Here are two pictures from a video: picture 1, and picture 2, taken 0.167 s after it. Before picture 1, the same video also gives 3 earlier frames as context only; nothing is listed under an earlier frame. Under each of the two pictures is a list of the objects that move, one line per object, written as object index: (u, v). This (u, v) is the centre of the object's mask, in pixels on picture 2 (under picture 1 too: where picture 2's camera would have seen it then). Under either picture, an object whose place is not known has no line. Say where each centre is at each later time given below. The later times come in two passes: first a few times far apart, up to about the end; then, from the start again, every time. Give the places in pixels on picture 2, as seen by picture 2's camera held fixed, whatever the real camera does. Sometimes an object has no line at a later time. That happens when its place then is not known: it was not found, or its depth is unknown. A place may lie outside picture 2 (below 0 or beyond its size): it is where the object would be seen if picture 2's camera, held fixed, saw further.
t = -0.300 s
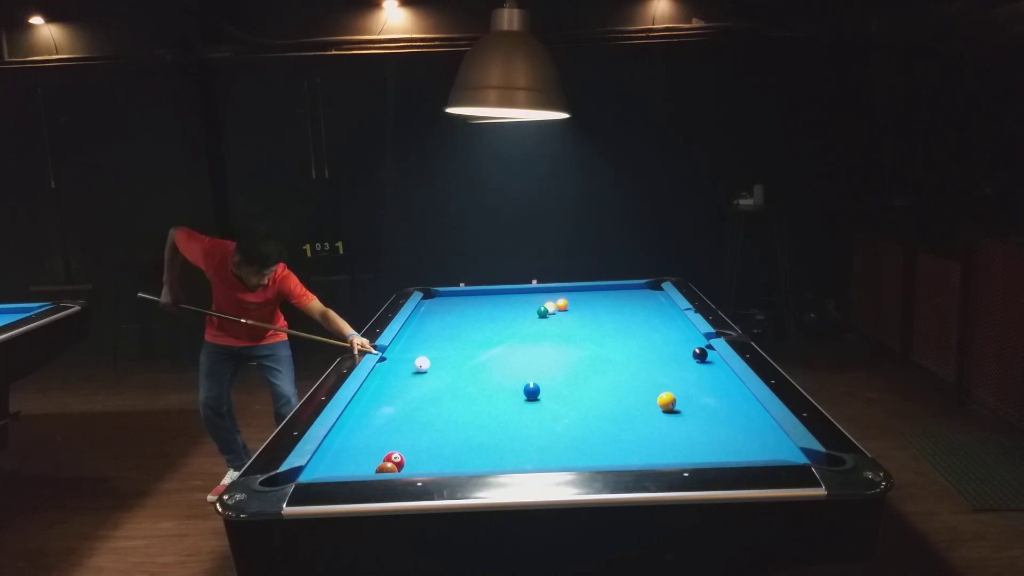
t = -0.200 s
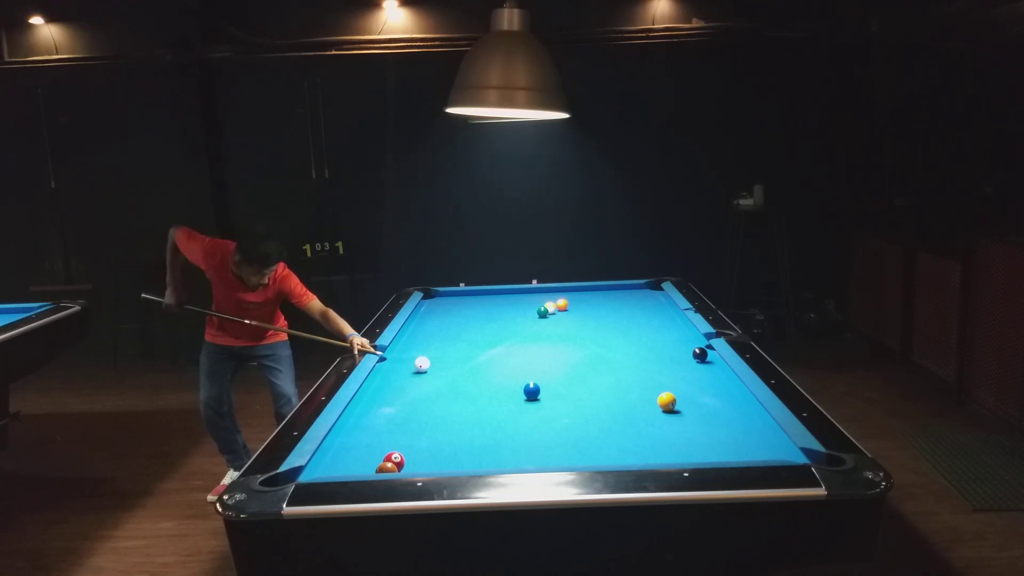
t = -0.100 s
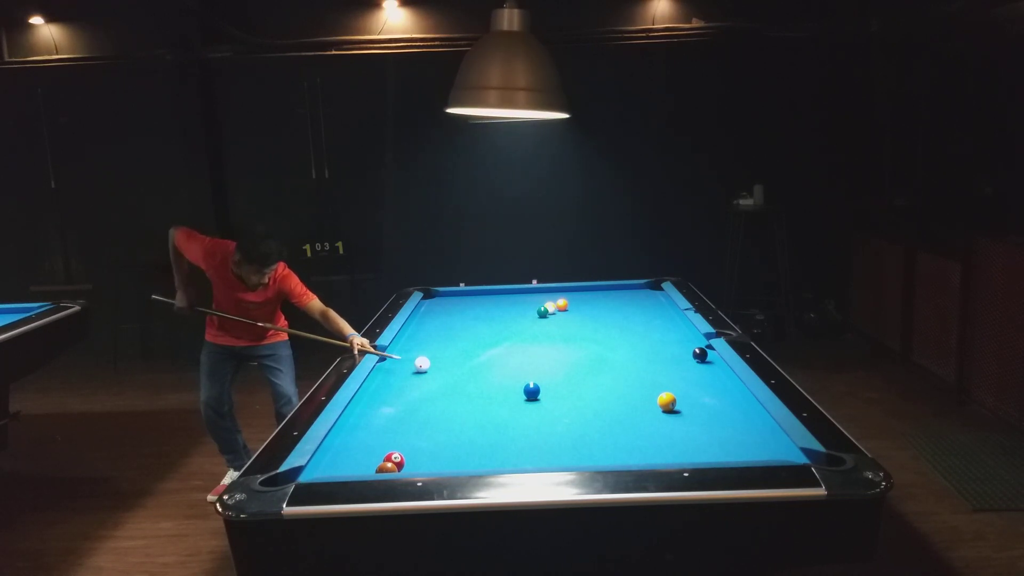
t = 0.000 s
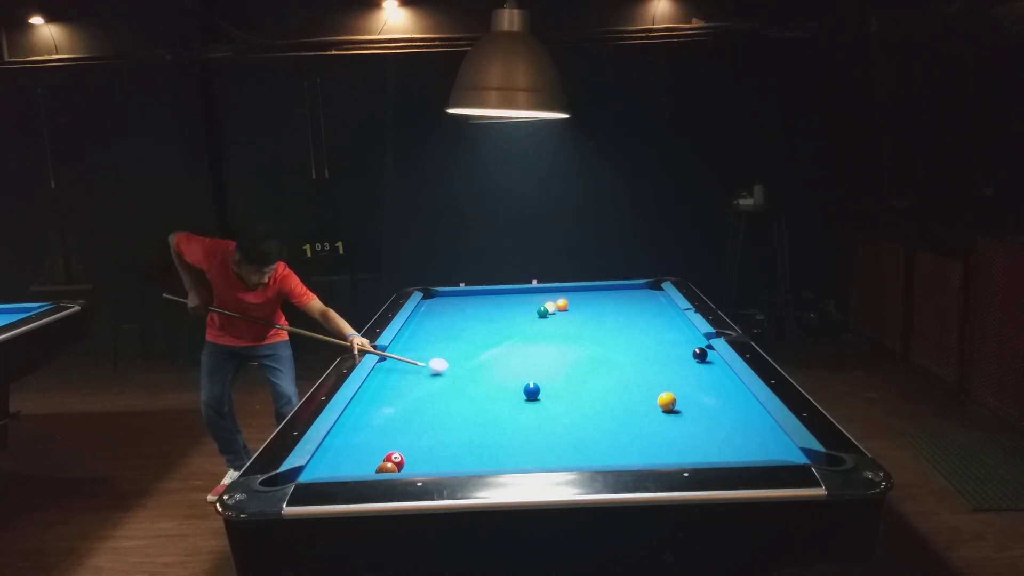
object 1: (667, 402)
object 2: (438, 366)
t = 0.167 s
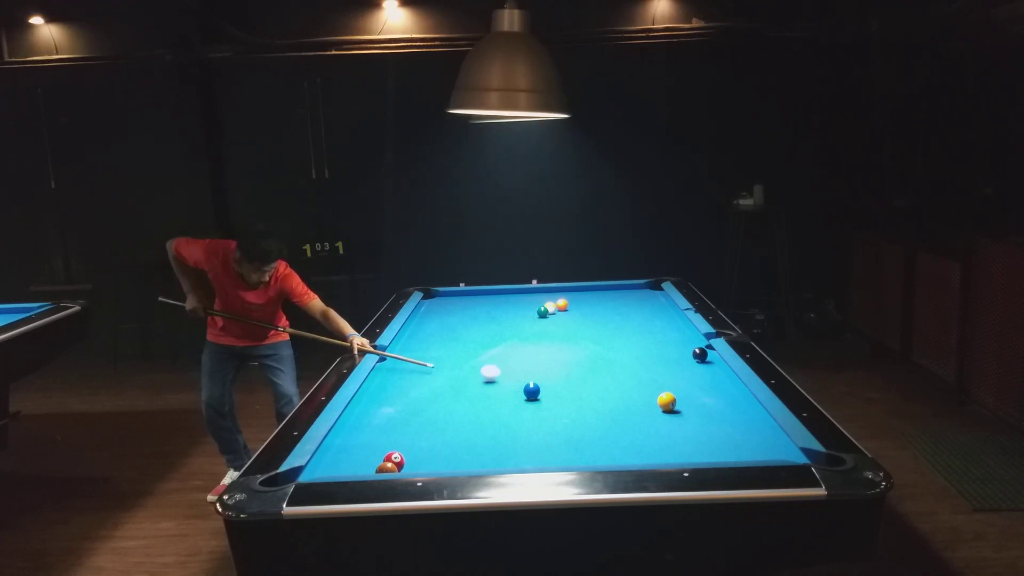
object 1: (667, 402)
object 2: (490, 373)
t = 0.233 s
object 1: (667, 402)
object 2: (510, 376)
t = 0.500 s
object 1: (667, 402)
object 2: (595, 388)
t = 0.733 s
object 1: (678, 406)
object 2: (664, 395)
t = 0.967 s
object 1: (715, 421)
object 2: (711, 393)
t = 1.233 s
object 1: (760, 440)
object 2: (727, 392)
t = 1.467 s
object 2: (701, 393)
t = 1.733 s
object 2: (673, 393)
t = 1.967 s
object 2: (651, 394)
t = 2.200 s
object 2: (630, 394)
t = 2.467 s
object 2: (609, 395)
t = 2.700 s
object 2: (592, 395)
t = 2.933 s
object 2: (576, 396)
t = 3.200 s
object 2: (561, 397)
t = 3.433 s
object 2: (549, 397)
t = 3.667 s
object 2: (539, 398)
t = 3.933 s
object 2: (529, 399)
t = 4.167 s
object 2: (522, 399)
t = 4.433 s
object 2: (516, 400)
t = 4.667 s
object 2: (513, 400)
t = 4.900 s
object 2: (511, 400)
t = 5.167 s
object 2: (511, 400)
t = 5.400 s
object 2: (511, 400)
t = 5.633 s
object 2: (511, 400)
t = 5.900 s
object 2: (511, 400)
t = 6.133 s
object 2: (511, 400)
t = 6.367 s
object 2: (511, 400)
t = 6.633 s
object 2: (511, 400)
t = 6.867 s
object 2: (511, 400)
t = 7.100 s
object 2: (511, 400)
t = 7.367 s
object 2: (511, 400)
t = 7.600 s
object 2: (511, 400)
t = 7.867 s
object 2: (511, 400)
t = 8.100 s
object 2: (511, 400)
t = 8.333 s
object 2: (511, 400)
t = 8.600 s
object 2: (511, 400)
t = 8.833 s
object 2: (511, 400)
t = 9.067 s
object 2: (511, 400)
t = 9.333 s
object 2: (511, 400)
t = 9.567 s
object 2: (511, 400)
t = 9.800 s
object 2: (511, 400)
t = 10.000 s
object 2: (511, 400)
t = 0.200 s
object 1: (667, 402)
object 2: (500, 374)
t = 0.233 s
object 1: (667, 402)
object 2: (510, 376)
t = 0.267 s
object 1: (667, 402)
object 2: (520, 377)
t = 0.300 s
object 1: (667, 402)
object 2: (530, 376)
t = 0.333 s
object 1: (667, 402)
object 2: (541, 379)
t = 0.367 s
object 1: (667, 402)
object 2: (551, 382)
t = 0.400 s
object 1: (667, 402)
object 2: (562, 383)
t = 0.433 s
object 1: (667, 402)
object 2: (573, 385)
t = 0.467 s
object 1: (667, 402)
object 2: (584, 386)
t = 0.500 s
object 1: (667, 402)
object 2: (595, 388)
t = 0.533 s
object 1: (667, 402)
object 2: (606, 389)
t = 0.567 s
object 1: (667, 402)
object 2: (617, 391)
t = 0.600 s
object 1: (667, 402)
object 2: (628, 393)
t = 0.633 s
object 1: (667, 402)
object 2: (640, 394)
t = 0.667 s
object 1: (667, 402)
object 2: (651, 396)
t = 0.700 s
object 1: (671, 403)
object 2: (658, 395)
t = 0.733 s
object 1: (678, 406)
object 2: (664, 395)
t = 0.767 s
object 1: (684, 409)
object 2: (671, 394)
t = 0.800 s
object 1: (689, 411)
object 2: (678, 394)
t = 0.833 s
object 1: (694, 413)
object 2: (685, 394)
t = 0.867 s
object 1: (699, 415)
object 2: (691, 394)
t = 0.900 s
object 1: (704, 417)
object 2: (698, 394)
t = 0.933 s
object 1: (710, 420)
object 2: (705, 393)
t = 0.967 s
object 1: (715, 421)
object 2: (711, 393)
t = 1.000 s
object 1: (720, 424)
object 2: (718, 393)
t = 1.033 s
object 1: (726, 426)
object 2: (724, 392)
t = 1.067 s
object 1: (731, 428)
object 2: (730, 392)
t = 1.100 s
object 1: (737, 430)
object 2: (737, 392)
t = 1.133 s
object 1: (742, 433)
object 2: (739, 392)
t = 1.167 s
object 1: (748, 435)
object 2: (735, 392)
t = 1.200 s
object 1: (754, 438)
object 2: (731, 392)
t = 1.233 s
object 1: (760, 440)
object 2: (727, 392)
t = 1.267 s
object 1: (766, 442)
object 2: (723, 392)
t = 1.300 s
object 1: (771, 445)
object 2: (719, 392)
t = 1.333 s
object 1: (777, 447)
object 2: (716, 392)
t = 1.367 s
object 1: (783, 449)
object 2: (712, 392)
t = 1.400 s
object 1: (789, 451)
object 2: (708, 393)
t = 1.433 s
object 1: (792, 453)
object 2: (705, 393)
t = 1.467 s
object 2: (701, 393)
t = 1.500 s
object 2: (697, 393)
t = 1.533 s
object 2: (694, 393)
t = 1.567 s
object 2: (690, 393)
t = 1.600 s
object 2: (687, 393)
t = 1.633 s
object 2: (683, 393)
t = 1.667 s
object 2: (680, 393)
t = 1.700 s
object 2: (677, 393)
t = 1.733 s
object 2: (673, 393)
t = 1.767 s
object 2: (670, 393)
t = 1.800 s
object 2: (667, 393)
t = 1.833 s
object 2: (663, 393)
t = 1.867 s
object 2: (660, 393)
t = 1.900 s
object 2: (657, 393)
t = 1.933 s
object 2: (654, 394)
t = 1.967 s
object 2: (651, 394)
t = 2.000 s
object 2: (648, 394)
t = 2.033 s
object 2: (645, 394)
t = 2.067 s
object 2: (642, 394)
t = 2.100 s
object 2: (639, 394)
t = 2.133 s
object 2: (636, 394)
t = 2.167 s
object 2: (633, 394)
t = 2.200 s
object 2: (630, 394)
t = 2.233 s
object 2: (627, 394)
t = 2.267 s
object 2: (625, 394)
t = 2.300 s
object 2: (622, 394)
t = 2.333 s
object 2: (619, 394)
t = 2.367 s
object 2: (617, 395)
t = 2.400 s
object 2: (614, 395)
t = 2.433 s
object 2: (611, 395)
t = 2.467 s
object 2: (609, 395)
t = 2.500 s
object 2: (606, 395)
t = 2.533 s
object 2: (604, 395)
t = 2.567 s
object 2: (601, 395)
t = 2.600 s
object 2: (599, 395)
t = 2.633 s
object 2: (597, 395)
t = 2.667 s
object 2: (594, 395)
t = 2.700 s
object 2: (592, 395)
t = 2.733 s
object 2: (590, 395)
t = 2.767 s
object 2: (587, 395)
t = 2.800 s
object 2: (585, 396)
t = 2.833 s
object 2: (583, 396)
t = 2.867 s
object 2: (581, 396)
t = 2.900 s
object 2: (578, 396)
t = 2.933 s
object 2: (576, 396)
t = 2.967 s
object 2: (574, 396)
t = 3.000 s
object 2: (572, 396)
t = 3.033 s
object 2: (570, 396)
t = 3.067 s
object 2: (568, 396)
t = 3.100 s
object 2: (566, 396)
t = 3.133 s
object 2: (564, 397)
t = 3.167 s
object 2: (563, 397)
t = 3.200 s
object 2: (561, 397)
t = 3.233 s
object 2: (559, 397)
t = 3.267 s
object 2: (557, 397)
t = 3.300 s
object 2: (556, 397)
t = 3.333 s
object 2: (554, 397)
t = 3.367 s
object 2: (552, 397)
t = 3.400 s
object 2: (550, 397)
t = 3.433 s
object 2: (549, 397)
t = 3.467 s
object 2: (547, 398)
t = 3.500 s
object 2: (546, 398)
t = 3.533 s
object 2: (544, 398)
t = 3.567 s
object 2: (543, 398)
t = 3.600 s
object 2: (541, 398)
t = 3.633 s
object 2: (540, 398)
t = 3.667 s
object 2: (539, 398)
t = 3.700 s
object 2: (537, 399)
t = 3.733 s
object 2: (536, 399)
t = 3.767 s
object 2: (535, 399)
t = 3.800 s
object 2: (533, 399)
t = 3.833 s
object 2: (532, 398)
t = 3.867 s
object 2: (531, 399)
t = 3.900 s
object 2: (530, 399)
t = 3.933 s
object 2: (529, 399)
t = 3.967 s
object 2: (528, 399)
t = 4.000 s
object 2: (527, 399)
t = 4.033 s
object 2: (526, 399)
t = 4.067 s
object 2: (524, 399)
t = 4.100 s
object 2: (524, 399)
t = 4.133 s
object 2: (523, 399)
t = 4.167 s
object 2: (522, 399)
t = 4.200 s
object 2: (521, 400)
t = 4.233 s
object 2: (520, 400)
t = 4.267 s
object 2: (519, 400)
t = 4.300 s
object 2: (518, 400)
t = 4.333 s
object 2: (518, 400)
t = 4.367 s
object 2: (517, 400)
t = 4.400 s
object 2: (517, 400)
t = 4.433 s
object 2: (516, 400)
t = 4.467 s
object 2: (516, 400)
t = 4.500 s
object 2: (515, 400)
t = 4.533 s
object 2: (515, 400)
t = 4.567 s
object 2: (514, 400)
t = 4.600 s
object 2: (514, 400)
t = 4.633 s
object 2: (513, 400)
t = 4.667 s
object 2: (513, 400)
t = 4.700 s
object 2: (513, 400)
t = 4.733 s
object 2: (512, 400)
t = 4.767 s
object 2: (512, 400)
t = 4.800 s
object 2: (512, 400)
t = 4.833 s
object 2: (512, 400)
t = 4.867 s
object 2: (512, 400)
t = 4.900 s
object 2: (511, 400)
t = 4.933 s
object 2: (511, 400)
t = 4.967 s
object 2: (511, 400)
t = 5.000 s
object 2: (511, 400)
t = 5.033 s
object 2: (511, 400)
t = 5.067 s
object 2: (511, 400)
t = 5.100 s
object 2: (511, 400)
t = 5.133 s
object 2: (511, 400)
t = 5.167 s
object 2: (511, 400)
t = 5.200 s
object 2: (511, 400)
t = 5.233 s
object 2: (511, 400)
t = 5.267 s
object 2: (511, 400)
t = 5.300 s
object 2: (511, 400)
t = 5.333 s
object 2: (511, 400)
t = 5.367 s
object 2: (511, 400)
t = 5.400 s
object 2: (511, 400)
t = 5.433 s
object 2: (511, 400)
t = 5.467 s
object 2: (511, 400)
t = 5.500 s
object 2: (511, 400)
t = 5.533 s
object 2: (511, 400)
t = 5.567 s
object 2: (511, 400)
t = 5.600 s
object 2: (511, 400)
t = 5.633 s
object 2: (511, 400)
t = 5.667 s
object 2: (511, 400)
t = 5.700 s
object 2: (511, 400)
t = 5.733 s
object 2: (511, 400)
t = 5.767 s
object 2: (511, 400)
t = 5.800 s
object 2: (511, 400)
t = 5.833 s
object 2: (511, 400)
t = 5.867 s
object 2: (511, 400)
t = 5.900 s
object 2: (511, 400)
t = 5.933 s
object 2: (511, 400)
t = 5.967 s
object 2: (511, 400)
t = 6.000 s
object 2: (511, 400)
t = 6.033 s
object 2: (511, 400)
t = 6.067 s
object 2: (511, 400)
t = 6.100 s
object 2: (511, 400)
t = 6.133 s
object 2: (511, 400)
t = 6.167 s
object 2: (511, 400)
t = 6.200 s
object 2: (511, 400)
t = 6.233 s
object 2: (511, 400)
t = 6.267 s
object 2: (511, 400)
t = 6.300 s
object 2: (511, 400)
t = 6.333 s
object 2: (511, 400)
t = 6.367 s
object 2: (511, 400)
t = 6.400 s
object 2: (511, 400)
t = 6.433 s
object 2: (511, 400)
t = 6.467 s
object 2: (511, 400)
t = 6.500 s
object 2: (511, 400)
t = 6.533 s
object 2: (511, 400)
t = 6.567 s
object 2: (511, 400)
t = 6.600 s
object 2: (511, 400)
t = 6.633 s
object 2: (511, 400)
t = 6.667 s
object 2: (511, 400)
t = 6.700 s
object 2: (511, 400)
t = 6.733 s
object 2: (511, 400)
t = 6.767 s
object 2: (511, 400)
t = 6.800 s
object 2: (511, 400)
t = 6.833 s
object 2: (511, 400)
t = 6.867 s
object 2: (511, 400)
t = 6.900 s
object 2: (511, 400)
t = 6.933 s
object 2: (511, 400)
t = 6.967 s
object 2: (511, 400)
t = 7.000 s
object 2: (511, 400)
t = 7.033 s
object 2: (511, 400)
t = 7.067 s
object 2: (511, 400)
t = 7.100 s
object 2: (511, 400)
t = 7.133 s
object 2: (511, 400)
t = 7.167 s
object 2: (511, 400)
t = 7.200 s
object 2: (511, 400)
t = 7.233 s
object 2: (511, 400)
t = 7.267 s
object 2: (511, 400)
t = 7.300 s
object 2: (511, 400)
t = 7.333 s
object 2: (511, 400)
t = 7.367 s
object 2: (511, 400)
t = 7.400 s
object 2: (511, 400)
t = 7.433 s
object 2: (511, 400)
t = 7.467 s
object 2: (511, 400)
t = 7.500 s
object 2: (511, 400)
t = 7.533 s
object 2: (511, 400)
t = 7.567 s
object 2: (511, 400)
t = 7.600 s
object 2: (511, 400)
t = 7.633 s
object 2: (511, 400)
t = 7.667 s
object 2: (511, 400)
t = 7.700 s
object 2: (511, 400)
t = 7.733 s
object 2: (511, 400)
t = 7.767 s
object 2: (511, 400)
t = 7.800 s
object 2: (511, 400)
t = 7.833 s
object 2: (511, 400)
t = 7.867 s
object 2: (511, 400)
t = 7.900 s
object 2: (511, 400)
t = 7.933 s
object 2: (511, 400)
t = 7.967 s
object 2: (511, 400)
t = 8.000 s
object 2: (511, 400)
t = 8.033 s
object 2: (511, 400)
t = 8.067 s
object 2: (511, 400)
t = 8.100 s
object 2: (511, 400)
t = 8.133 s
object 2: (511, 400)
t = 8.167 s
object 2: (511, 400)
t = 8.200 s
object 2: (511, 400)
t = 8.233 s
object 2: (511, 400)
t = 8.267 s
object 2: (511, 400)
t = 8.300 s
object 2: (511, 400)
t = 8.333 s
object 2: (511, 400)
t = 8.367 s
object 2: (511, 400)
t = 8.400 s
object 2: (511, 400)
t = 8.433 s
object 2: (511, 400)
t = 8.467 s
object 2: (511, 400)
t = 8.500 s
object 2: (511, 400)
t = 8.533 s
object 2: (511, 400)
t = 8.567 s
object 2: (511, 400)
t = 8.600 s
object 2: (511, 400)
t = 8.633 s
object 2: (511, 400)
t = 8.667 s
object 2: (511, 400)
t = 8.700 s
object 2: (511, 400)
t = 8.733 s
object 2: (511, 400)
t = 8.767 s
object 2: (511, 400)
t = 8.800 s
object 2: (511, 400)
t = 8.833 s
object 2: (511, 400)
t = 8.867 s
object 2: (511, 400)
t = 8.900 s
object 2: (511, 400)
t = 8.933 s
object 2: (511, 400)
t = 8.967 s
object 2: (511, 400)
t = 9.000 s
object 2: (511, 400)
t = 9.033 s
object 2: (511, 400)
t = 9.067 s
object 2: (511, 400)
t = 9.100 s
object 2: (511, 400)
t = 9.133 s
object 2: (511, 400)
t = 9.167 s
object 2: (511, 400)
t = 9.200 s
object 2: (511, 400)
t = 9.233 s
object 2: (511, 400)
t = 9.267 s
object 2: (511, 400)
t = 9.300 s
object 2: (511, 400)
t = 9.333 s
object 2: (511, 400)
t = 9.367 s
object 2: (511, 400)
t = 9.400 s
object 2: (511, 400)
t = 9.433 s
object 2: (511, 400)
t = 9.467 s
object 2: (511, 400)
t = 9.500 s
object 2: (511, 400)
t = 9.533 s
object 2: (511, 400)
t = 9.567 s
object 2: (511, 400)
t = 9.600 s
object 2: (511, 400)
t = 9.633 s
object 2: (511, 400)
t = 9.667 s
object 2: (511, 400)
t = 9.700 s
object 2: (511, 400)
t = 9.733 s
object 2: (511, 400)
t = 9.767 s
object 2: (511, 400)
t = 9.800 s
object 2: (511, 400)
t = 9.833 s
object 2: (511, 400)
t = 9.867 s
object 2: (511, 400)
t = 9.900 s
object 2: (511, 400)
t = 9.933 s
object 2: (511, 400)
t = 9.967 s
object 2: (511, 400)
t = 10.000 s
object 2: (511, 400)
